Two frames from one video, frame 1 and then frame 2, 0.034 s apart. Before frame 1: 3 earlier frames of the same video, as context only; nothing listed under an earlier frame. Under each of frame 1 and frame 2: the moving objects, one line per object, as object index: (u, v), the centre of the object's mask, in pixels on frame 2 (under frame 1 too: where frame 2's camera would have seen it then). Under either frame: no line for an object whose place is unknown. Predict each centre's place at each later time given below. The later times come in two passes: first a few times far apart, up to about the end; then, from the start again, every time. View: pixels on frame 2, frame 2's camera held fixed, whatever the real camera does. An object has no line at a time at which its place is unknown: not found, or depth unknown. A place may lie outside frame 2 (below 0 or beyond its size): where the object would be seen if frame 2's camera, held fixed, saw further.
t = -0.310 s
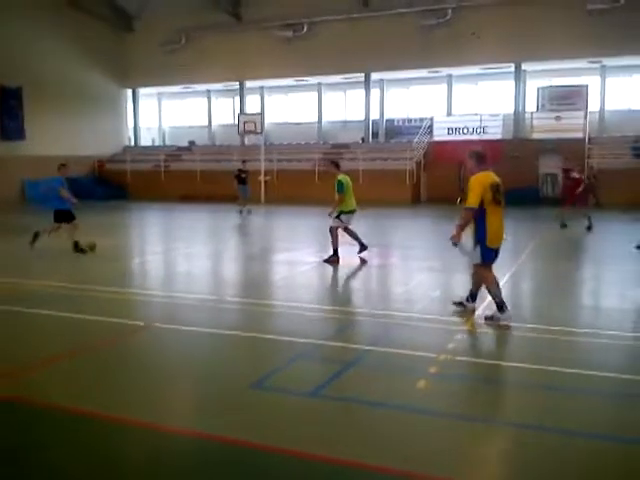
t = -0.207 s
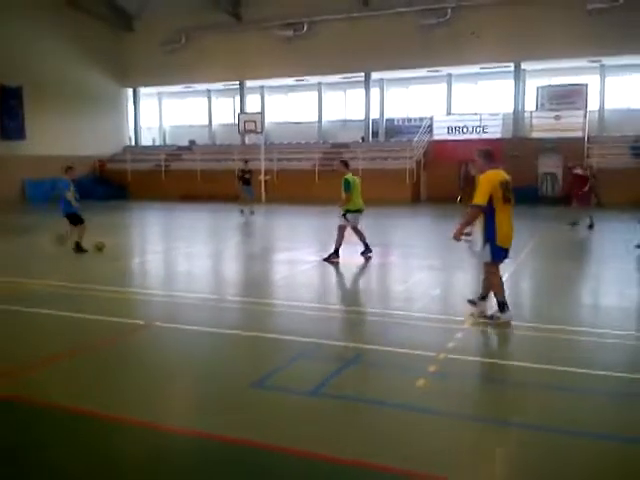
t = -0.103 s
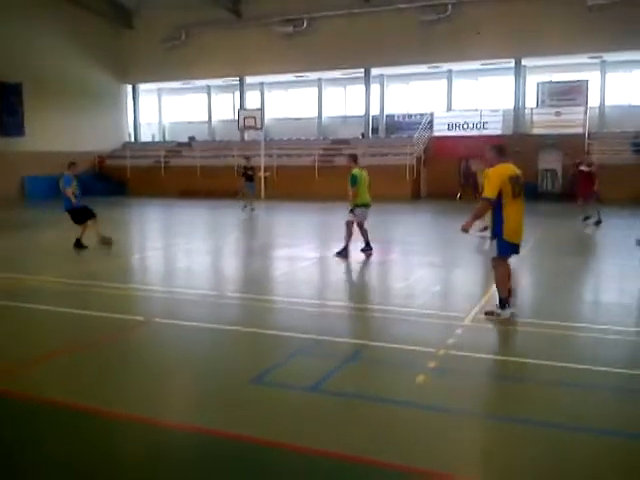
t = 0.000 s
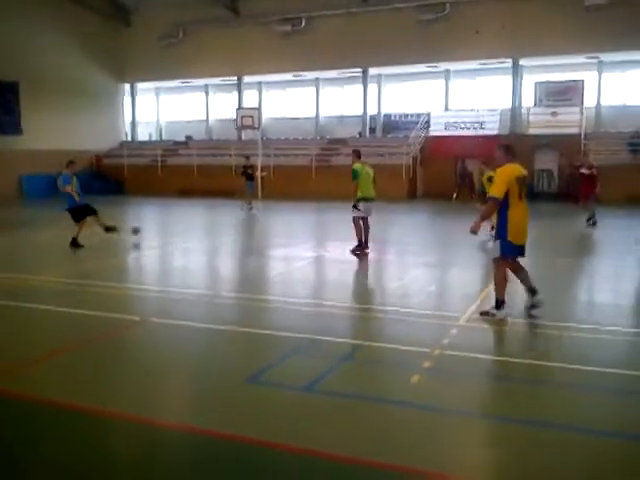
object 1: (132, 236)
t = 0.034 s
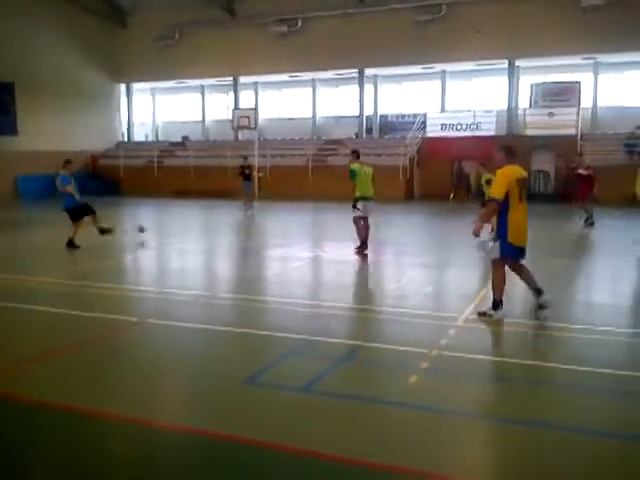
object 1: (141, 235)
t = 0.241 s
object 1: (188, 225)
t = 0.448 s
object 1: (219, 218)
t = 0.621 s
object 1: (237, 214)
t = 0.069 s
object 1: (152, 233)
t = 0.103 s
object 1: (158, 230)
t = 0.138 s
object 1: (166, 229)
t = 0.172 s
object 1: (174, 228)
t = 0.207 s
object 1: (182, 226)
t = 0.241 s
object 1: (188, 225)
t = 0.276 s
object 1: (194, 222)
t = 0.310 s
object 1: (200, 222)
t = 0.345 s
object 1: (205, 220)
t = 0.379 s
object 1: (209, 220)
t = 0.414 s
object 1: (214, 219)
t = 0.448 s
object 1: (219, 218)
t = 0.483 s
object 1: (223, 217)
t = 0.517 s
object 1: (226, 217)
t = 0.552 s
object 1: (230, 216)
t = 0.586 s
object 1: (233, 215)
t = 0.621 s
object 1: (237, 214)
